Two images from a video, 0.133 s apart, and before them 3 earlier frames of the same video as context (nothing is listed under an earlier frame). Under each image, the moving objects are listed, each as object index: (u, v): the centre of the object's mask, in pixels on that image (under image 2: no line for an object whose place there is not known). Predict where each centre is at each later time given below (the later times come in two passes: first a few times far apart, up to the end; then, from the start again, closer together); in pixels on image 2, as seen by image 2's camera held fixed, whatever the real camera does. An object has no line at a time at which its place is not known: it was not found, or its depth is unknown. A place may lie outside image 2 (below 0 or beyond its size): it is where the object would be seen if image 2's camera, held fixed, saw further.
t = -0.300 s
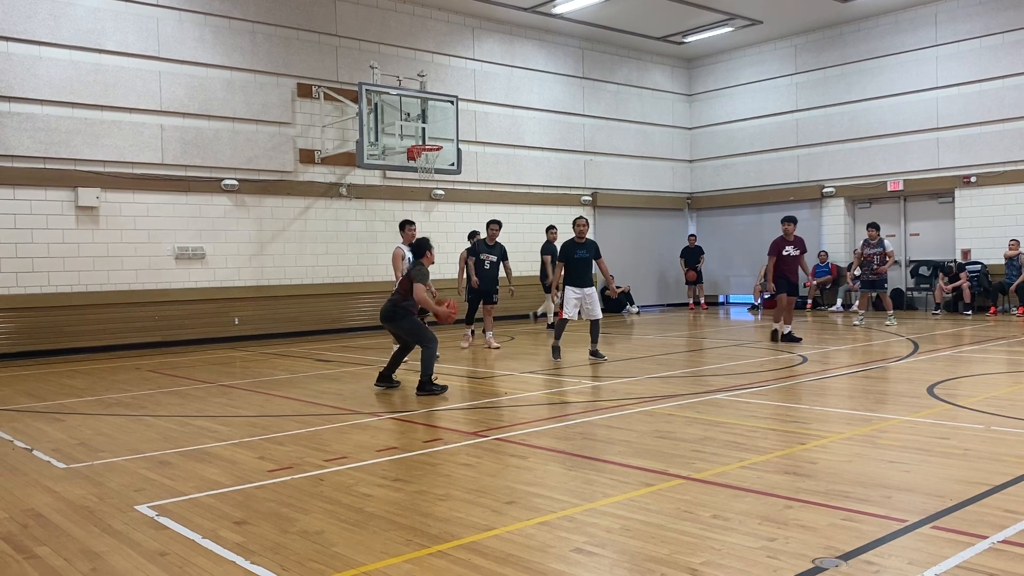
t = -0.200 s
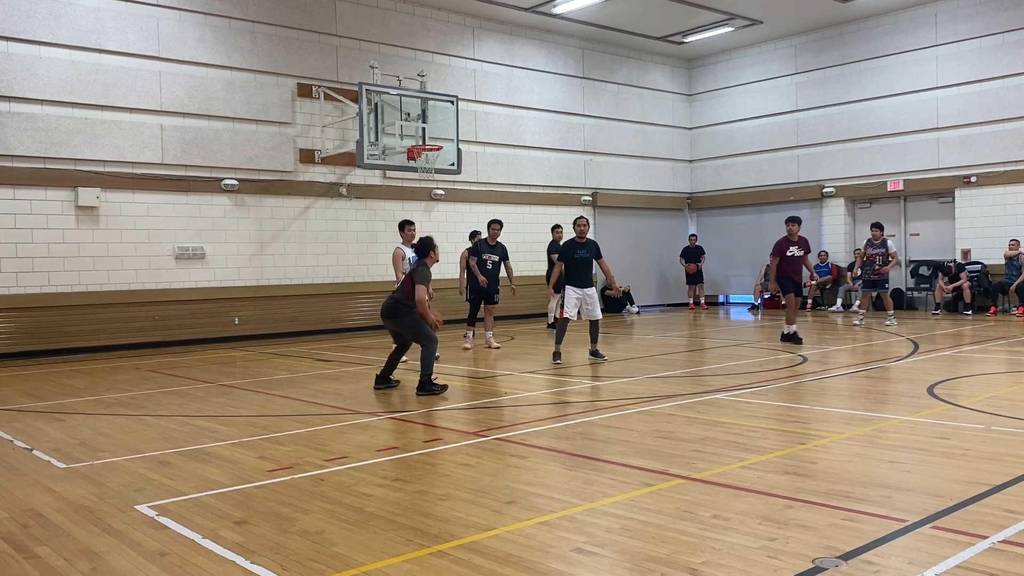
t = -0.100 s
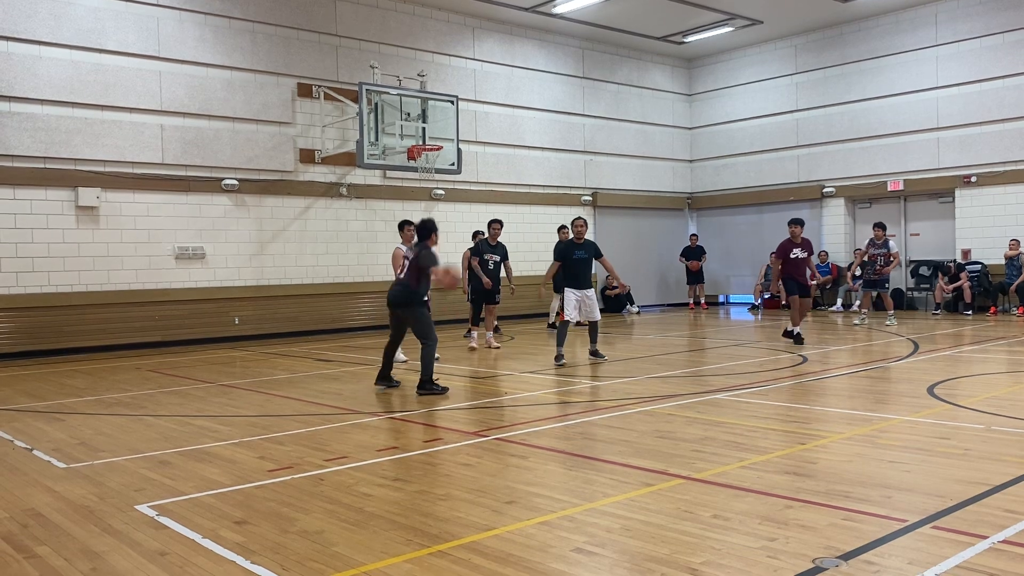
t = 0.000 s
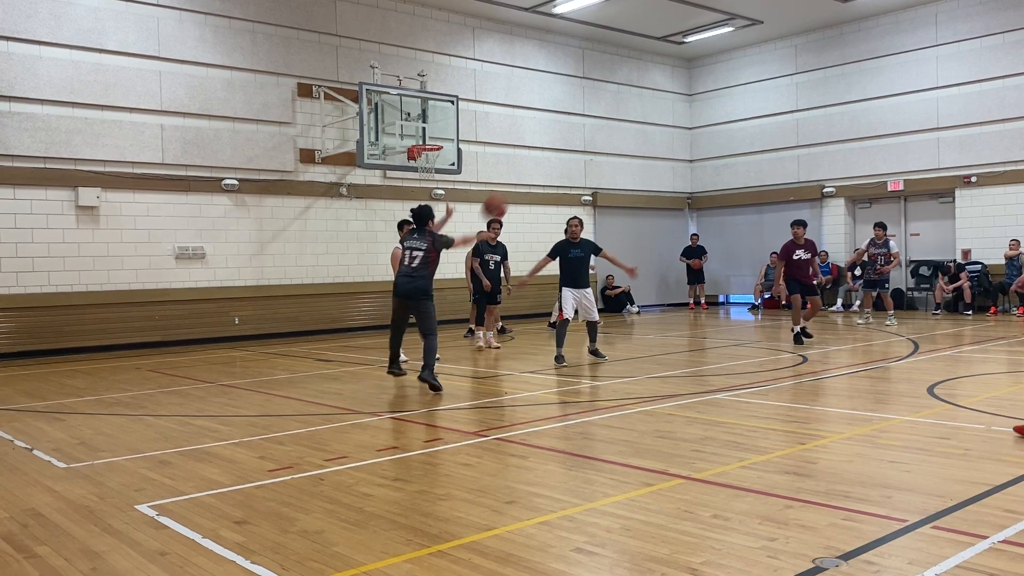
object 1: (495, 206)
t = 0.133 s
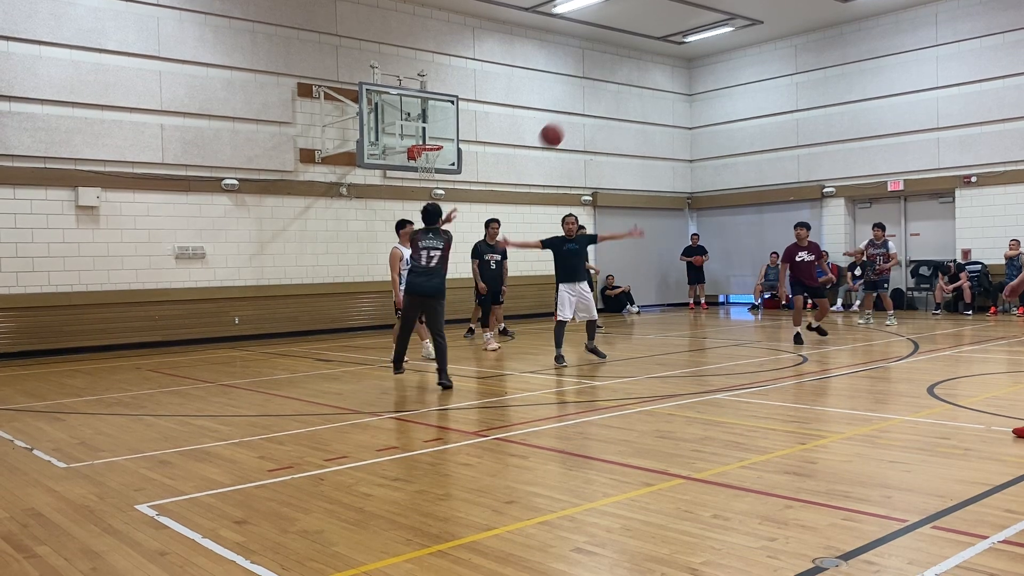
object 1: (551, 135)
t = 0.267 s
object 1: (602, 87)
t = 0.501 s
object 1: (678, 49)
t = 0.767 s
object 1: (749, 61)
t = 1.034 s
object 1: (809, 117)
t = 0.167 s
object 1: (565, 121)
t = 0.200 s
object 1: (578, 108)
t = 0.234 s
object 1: (590, 96)
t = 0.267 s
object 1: (602, 87)
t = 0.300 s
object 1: (614, 78)
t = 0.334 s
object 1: (625, 70)
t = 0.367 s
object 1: (636, 64)
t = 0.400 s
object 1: (646, 59)
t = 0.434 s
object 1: (657, 54)
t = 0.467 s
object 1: (668, 51)
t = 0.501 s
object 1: (678, 49)
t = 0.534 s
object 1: (687, 48)
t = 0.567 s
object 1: (696, 47)
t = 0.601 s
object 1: (706, 47)
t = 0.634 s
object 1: (714, 48)
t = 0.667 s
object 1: (723, 50)
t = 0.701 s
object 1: (732, 53)
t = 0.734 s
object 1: (740, 57)
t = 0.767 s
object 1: (749, 61)
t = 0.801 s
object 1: (757, 66)
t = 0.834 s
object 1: (765, 71)
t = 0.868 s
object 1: (772, 77)
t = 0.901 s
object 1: (780, 84)
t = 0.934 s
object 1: (787, 91)
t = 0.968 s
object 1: (795, 99)
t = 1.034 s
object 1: (809, 117)
